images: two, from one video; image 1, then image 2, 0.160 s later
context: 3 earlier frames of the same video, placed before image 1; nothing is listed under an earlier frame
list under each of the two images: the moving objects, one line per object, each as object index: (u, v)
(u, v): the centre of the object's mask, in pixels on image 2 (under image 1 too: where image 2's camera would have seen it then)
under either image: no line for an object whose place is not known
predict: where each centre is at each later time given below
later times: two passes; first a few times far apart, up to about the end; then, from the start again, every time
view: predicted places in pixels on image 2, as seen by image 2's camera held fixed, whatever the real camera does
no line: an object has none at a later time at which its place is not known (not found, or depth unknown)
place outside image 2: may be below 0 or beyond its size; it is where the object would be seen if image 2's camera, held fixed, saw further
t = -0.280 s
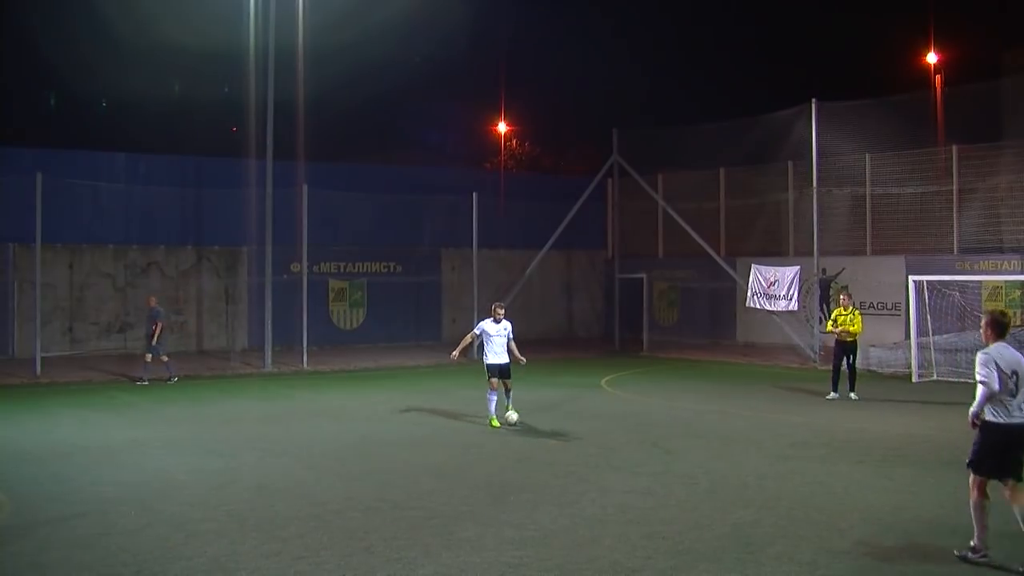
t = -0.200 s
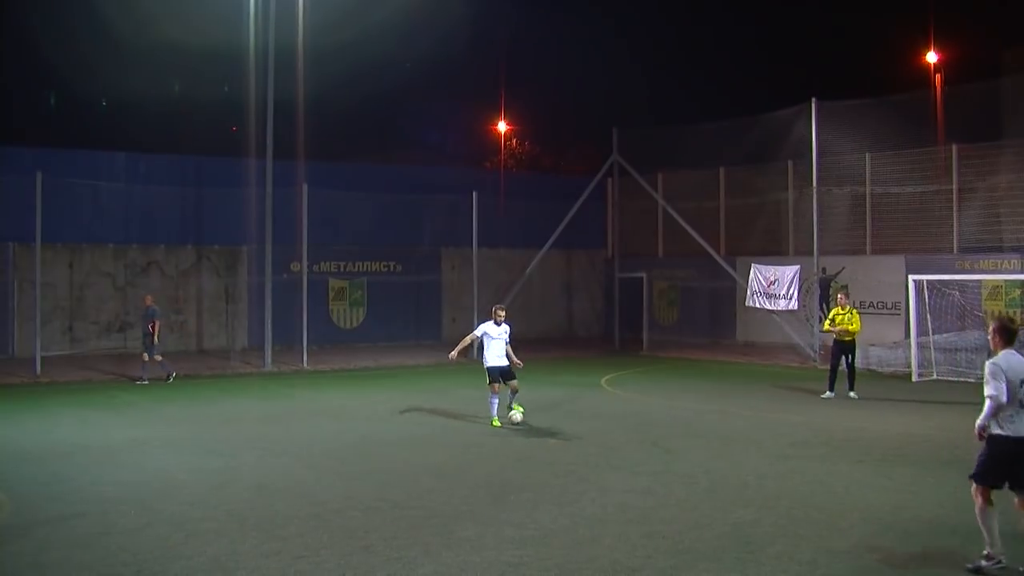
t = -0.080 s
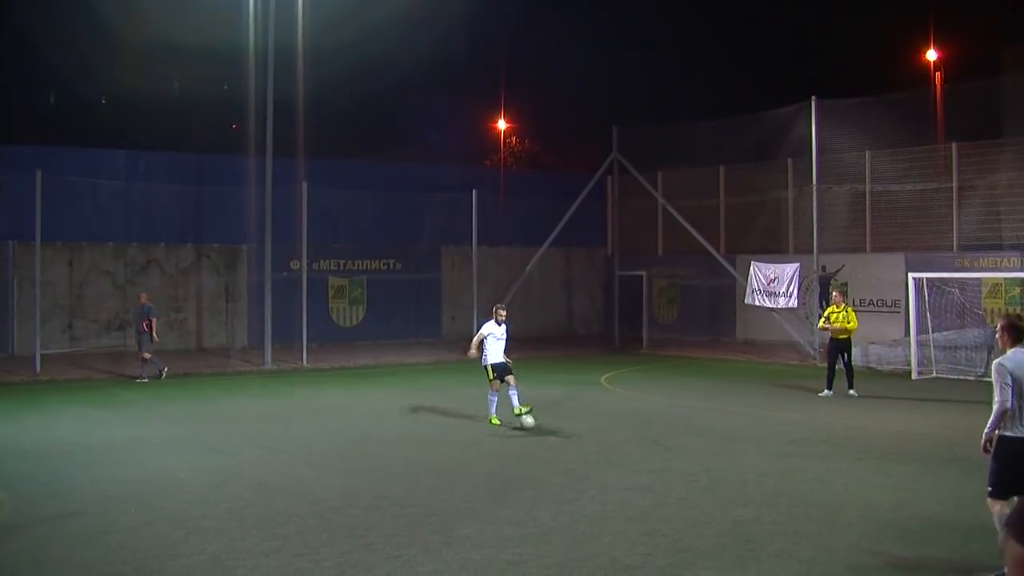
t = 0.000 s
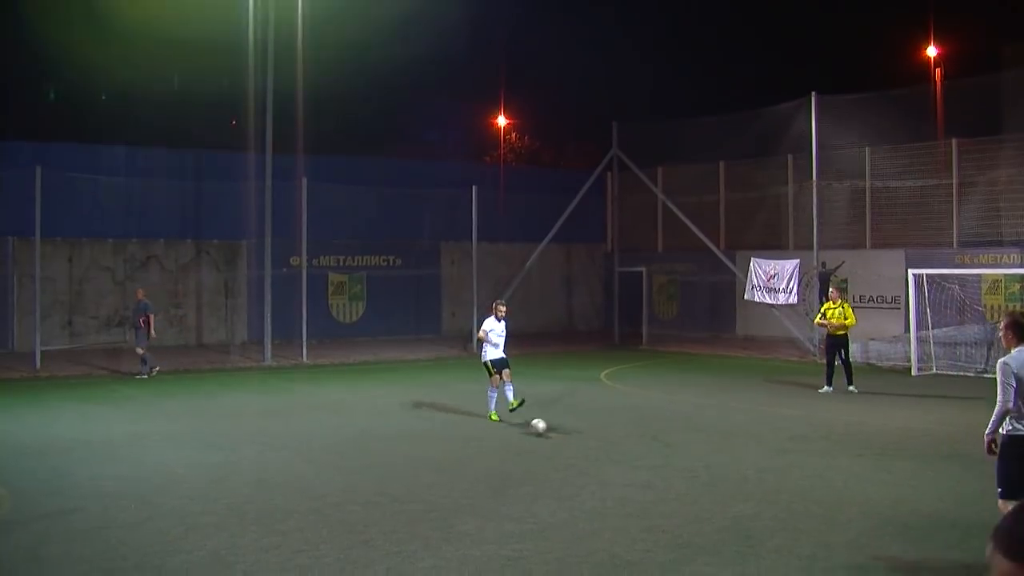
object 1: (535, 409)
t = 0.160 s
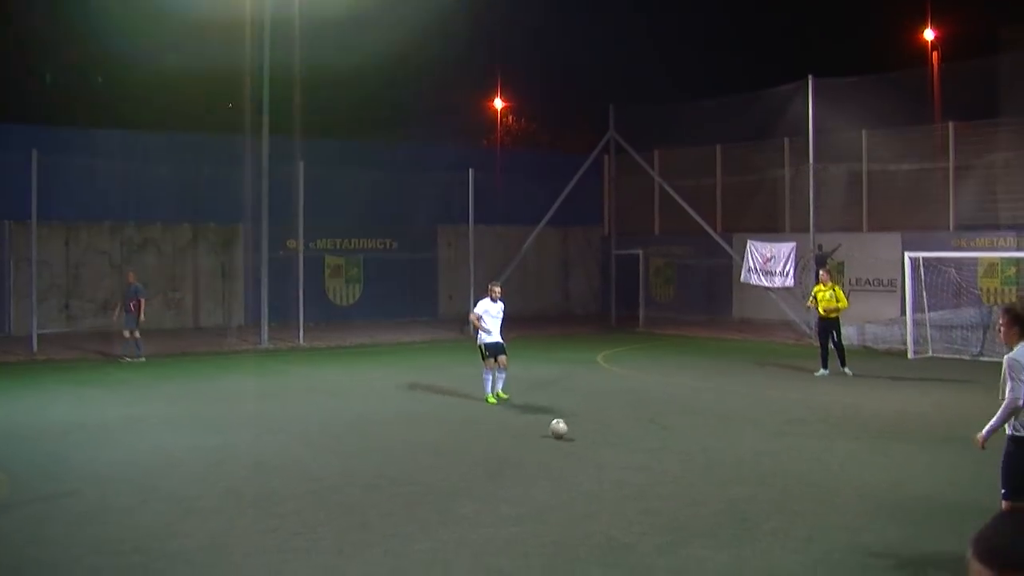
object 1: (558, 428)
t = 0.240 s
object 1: (570, 436)
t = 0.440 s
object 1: (600, 461)
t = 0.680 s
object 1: (644, 499)
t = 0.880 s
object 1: (693, 537)
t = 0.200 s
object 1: (563, 431)
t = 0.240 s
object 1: (570, 436)
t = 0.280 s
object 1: (576, 442)
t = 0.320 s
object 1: (581, 446)
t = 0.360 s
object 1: (587, 451)
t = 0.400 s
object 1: (594, 457)
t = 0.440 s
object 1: (600, 461)
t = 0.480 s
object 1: (606, 468)
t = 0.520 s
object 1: (614, 472)
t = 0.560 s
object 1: (621, 478)
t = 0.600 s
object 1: (629, 485)
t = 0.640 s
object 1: (636, 491)
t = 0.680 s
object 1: (644, 499)
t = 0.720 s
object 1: (654, 505)
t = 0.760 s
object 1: (662, 513)
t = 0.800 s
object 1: (672, 522)
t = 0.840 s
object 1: (682, 529)
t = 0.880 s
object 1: (693, 537)
